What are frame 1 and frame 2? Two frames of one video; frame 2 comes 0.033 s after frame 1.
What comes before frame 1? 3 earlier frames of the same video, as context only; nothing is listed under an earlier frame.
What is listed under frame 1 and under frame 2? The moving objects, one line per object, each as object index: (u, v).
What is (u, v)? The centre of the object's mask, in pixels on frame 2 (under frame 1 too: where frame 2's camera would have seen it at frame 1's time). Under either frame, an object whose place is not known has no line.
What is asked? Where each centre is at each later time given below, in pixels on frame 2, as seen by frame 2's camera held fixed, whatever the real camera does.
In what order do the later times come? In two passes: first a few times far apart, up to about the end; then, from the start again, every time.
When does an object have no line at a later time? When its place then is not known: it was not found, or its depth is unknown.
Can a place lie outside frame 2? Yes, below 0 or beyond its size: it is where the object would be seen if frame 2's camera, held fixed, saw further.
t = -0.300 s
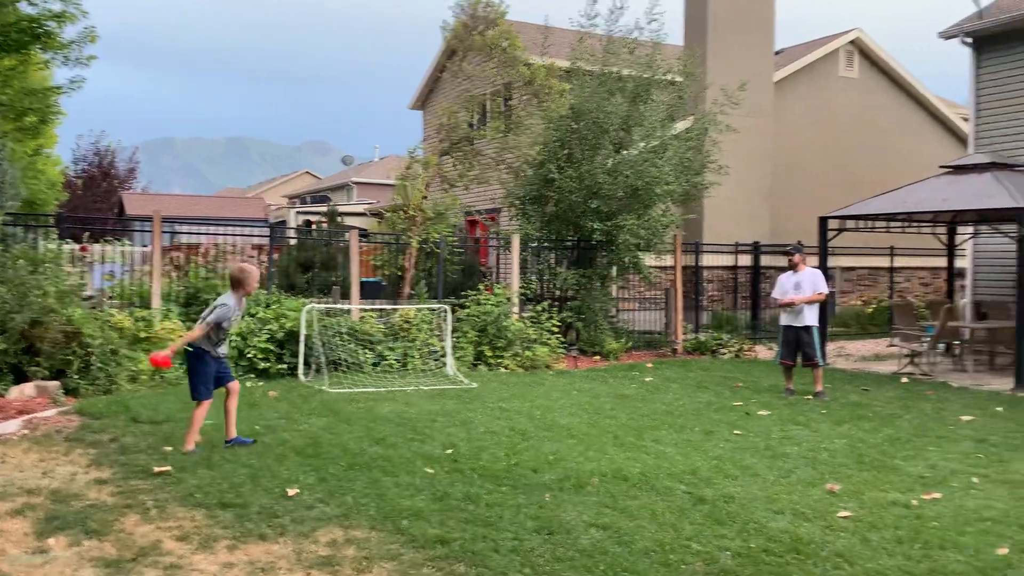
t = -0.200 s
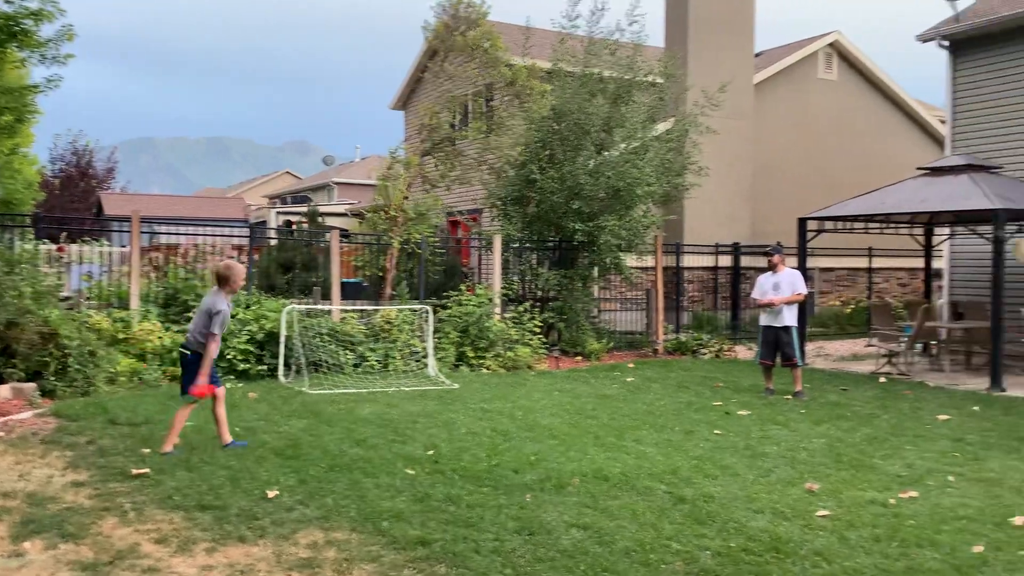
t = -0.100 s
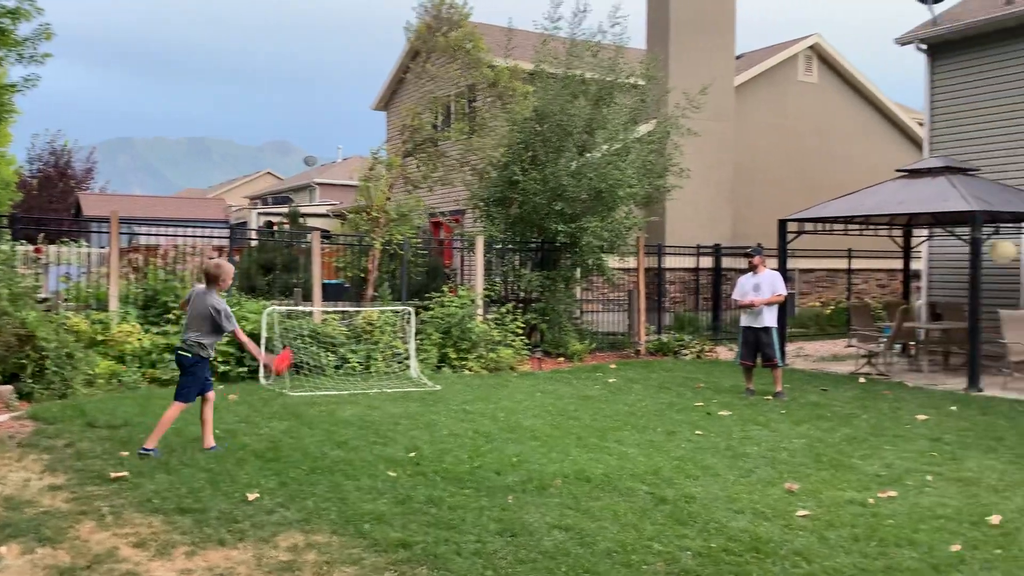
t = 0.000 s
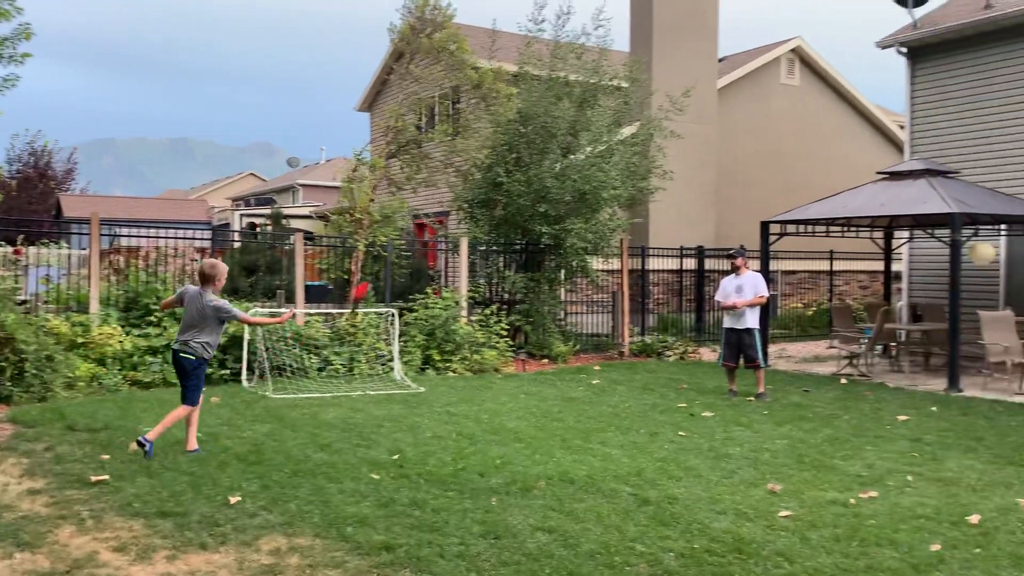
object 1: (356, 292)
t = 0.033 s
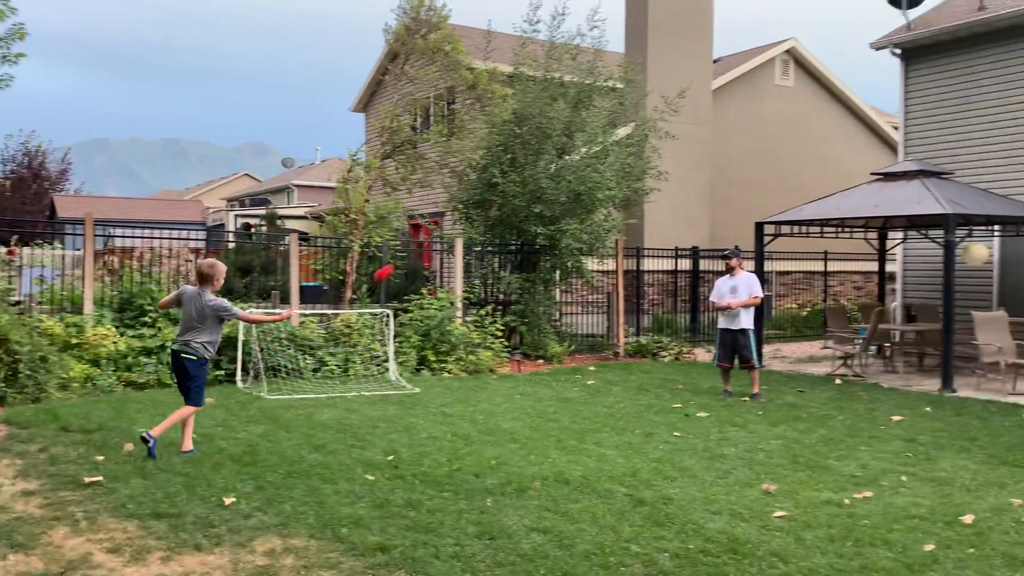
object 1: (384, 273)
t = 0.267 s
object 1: (545, 195)
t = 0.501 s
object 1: (660, 193)
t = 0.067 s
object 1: (410, 257)
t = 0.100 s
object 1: (435, 242)
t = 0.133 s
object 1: (459, 229)
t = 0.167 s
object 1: (482, 218)
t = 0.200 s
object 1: (503, 209)
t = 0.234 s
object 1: (524, 201)
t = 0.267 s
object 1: (545, 195)
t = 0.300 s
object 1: (564, 192)
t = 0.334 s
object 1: (583, 188)
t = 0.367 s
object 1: (600, 185)
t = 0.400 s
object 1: (618, 184)
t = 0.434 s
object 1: (635, 184)
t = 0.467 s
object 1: (649, 186)
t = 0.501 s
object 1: (660, 193)
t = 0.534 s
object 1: (674, 195)
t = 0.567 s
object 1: (687, 198)
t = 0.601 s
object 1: (701, 203)
